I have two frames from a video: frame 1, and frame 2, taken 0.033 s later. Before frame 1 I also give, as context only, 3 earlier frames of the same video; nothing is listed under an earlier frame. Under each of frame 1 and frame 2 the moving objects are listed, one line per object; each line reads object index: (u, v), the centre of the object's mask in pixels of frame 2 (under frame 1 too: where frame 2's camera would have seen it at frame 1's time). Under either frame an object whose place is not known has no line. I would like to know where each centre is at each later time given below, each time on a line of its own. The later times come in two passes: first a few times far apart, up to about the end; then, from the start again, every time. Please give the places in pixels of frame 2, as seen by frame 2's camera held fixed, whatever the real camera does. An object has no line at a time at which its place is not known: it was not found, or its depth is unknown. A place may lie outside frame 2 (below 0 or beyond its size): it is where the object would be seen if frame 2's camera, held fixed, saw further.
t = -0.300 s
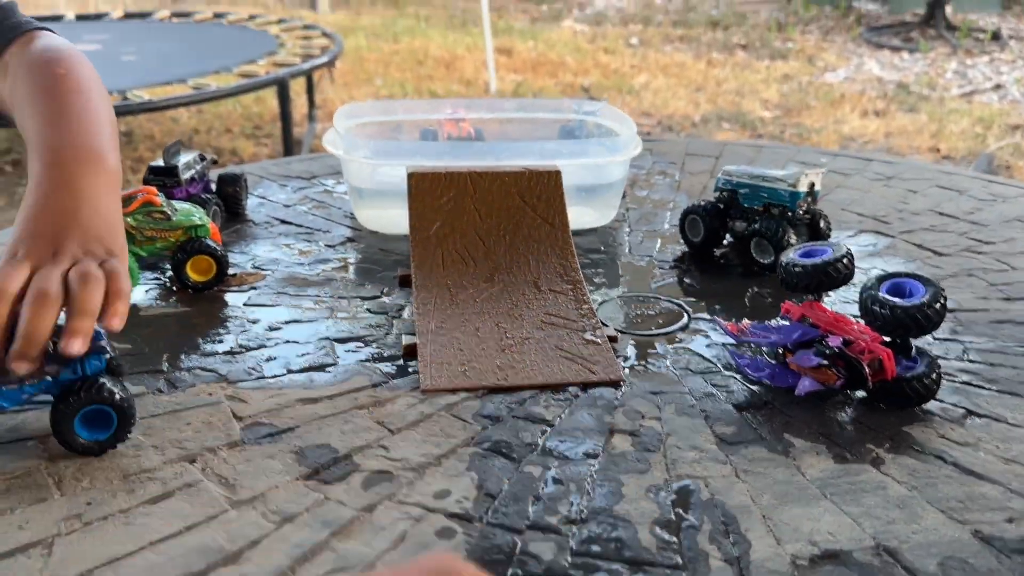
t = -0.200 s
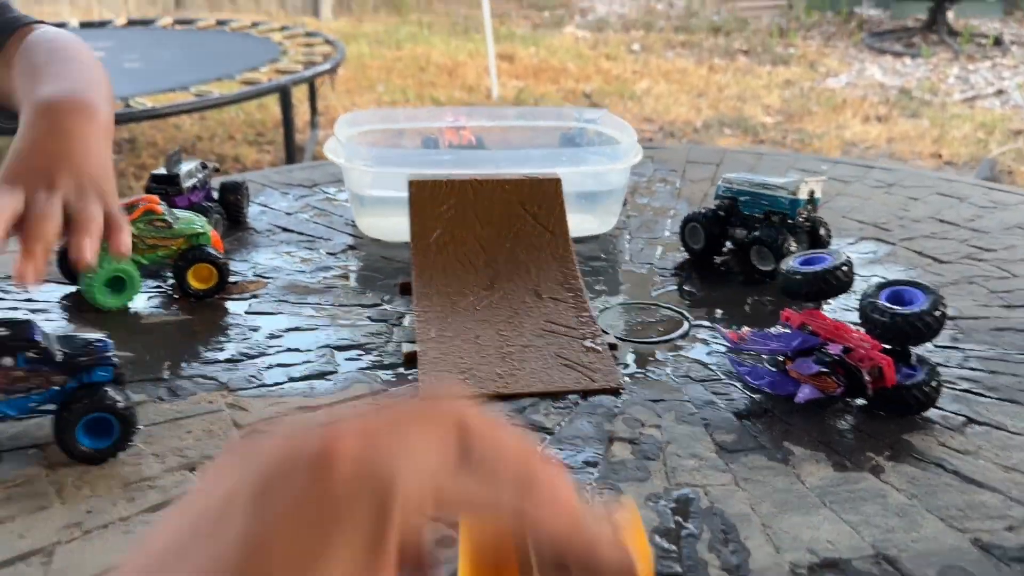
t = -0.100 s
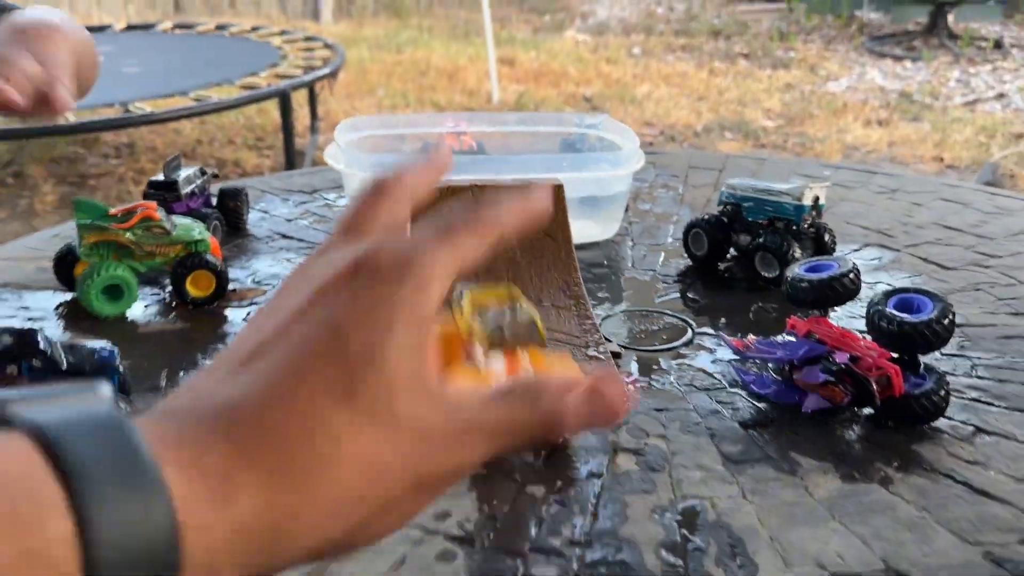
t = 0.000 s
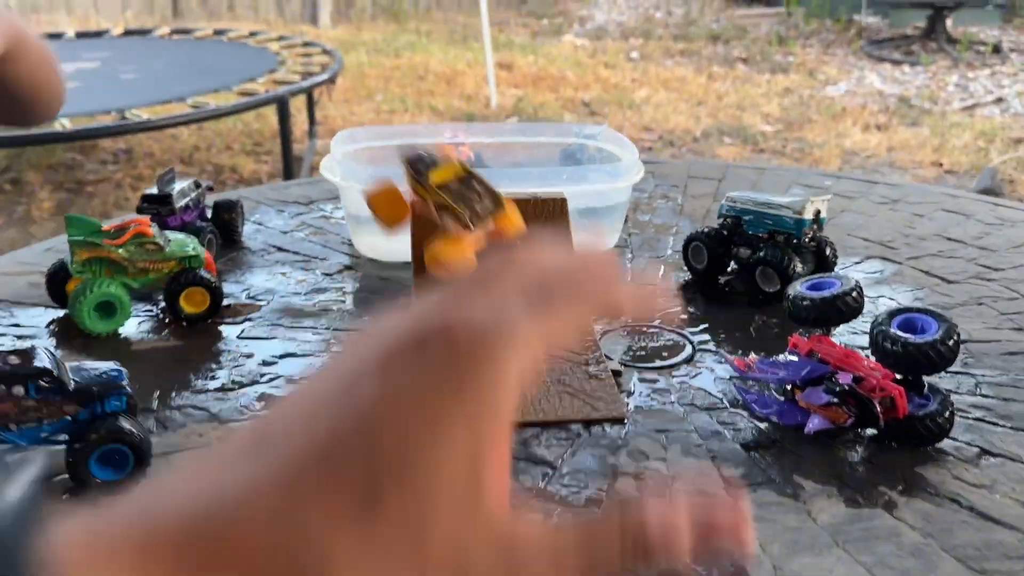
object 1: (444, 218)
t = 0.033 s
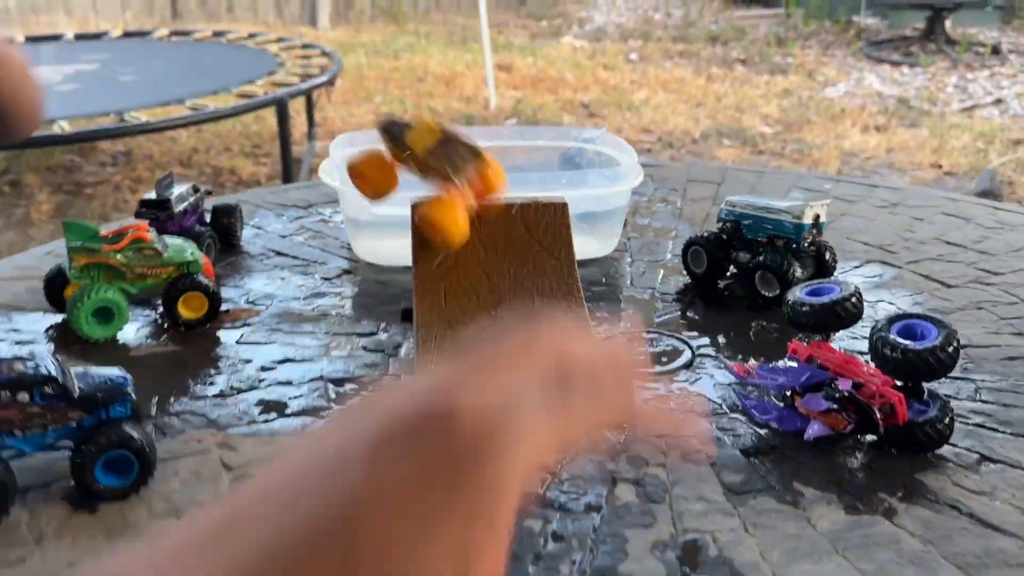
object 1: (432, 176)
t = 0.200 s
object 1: (359, 131)
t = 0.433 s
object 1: (438, 161)
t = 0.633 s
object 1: (469, 161)
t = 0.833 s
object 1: (481, 162)
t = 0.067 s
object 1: (419, 142)
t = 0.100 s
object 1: (401, 123)
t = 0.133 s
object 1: (382, 116)
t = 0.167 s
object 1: (364, 122)
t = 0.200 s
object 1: (359, 131)
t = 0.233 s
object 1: (359, 132)
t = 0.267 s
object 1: (373, 132)
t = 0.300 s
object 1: (383, 138)
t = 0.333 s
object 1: (395, 142)
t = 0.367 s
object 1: (414, 151)
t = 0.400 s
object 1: (427, 161)
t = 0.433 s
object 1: (438, 161)
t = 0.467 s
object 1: (445, 161)
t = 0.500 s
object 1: (450, 160)
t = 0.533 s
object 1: (454, 161)
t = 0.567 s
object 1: (458, 161)
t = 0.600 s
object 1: (461, 160)
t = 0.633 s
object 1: (469, 161)
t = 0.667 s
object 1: (477, 161)
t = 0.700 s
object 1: (481, 161)
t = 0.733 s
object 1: (484, 161)
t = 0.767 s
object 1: (484, 161)
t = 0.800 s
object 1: (481, 162)
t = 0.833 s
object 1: (481, 162)
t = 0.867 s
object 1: (480, 163)
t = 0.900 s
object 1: (480, 163)
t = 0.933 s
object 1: (481, 162)
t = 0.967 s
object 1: (481, 162)
